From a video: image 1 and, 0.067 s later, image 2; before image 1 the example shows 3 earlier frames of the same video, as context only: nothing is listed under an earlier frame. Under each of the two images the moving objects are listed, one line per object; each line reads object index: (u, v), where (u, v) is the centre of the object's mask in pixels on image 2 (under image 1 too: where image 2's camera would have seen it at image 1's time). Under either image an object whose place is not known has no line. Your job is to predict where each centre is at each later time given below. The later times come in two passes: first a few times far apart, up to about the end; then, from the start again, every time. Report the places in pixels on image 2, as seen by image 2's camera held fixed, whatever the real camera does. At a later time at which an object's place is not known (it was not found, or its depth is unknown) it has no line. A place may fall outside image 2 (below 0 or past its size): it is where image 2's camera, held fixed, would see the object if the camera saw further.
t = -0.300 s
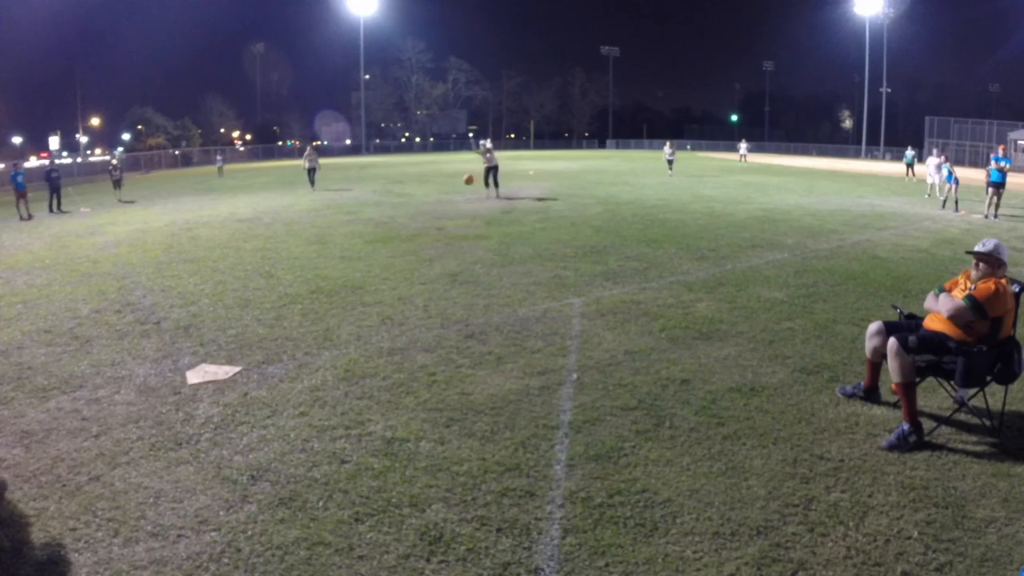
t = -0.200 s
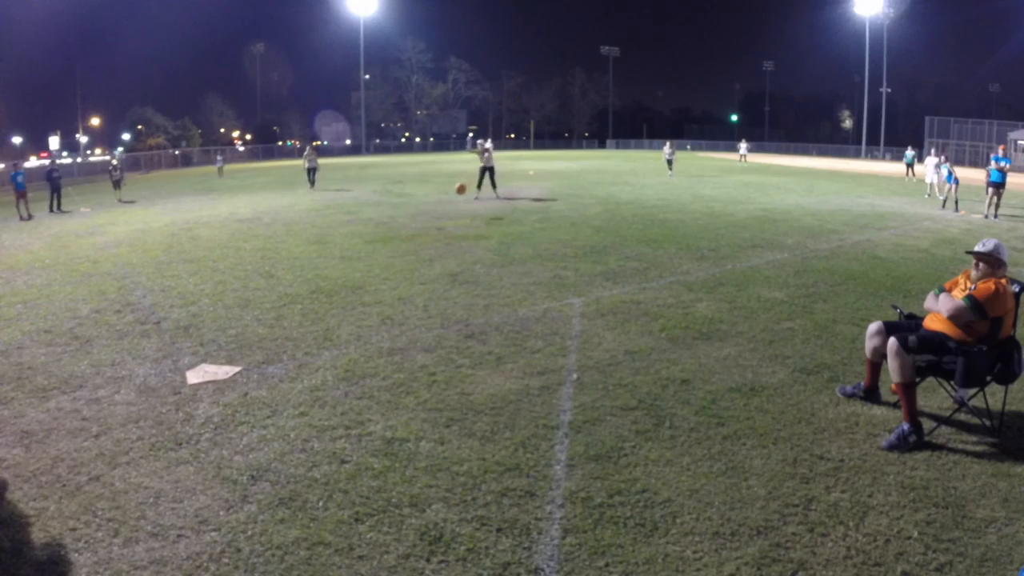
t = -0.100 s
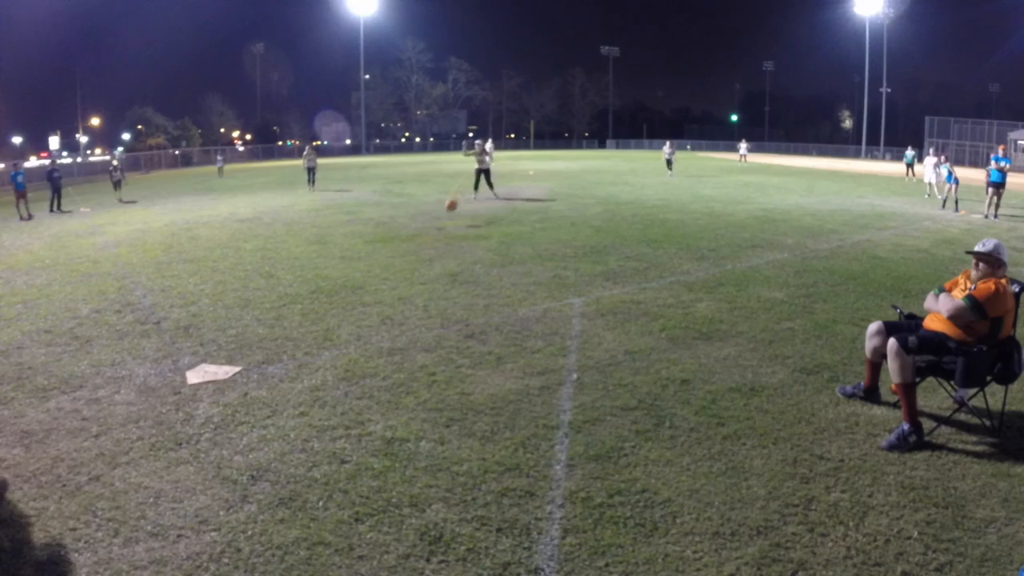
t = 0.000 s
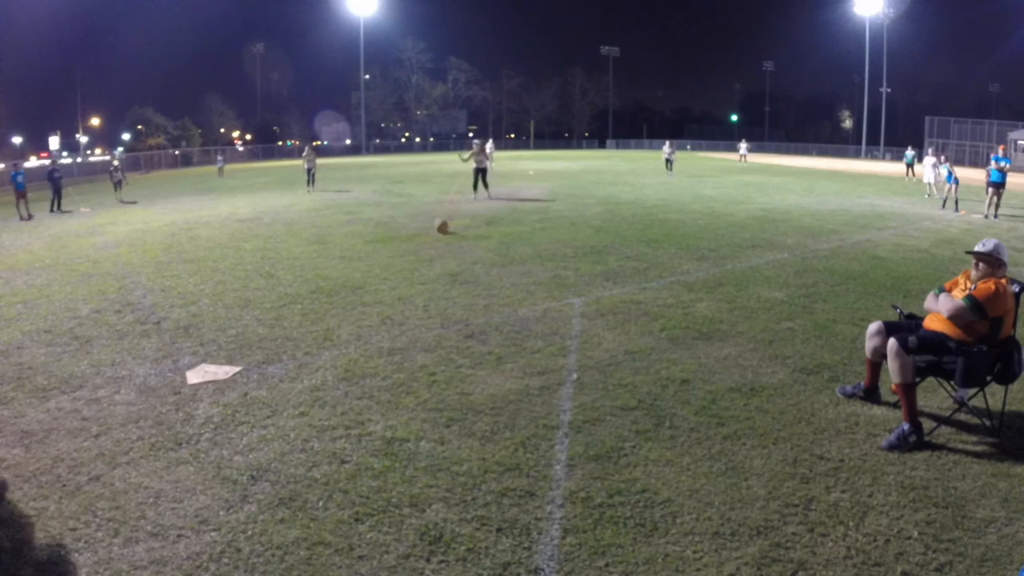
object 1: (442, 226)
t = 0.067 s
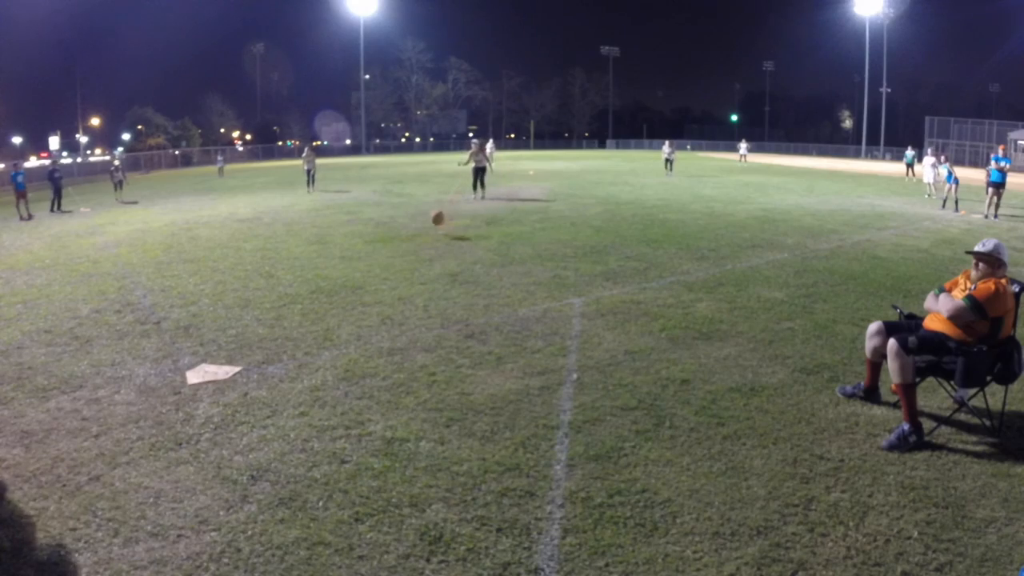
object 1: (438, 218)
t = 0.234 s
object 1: (425, 207)
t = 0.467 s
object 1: (403, 227)
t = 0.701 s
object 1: (373, 290)
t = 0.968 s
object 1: (316, 314)
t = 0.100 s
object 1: (435, 215)
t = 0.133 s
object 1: (433, 212)
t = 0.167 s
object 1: (431, 209)
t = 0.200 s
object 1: (428, 208)
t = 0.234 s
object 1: (425, 207)
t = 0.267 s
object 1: (423, 207)
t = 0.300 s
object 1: (419, 208)
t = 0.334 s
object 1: (416, 210)
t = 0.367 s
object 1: (413, 213)
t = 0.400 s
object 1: (410, 216)
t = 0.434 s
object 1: (407, 221)
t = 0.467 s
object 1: (403, 227)
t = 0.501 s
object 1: (399, 234)
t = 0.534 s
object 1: (395, 244)
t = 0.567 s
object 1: (391, 253)
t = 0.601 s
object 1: (387, 266)
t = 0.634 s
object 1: (383, 280)
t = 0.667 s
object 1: (378, 291)
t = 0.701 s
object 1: (373, 290)
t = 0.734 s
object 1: (367, 288)
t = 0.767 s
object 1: (362, 287)
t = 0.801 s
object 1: (355, 287)
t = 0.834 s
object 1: (349, 289)
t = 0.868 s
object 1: (341, 293)
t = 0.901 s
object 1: (334, 297)
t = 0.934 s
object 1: (325, 304)
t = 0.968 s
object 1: (316, 314)
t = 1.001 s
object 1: (308, 324)
